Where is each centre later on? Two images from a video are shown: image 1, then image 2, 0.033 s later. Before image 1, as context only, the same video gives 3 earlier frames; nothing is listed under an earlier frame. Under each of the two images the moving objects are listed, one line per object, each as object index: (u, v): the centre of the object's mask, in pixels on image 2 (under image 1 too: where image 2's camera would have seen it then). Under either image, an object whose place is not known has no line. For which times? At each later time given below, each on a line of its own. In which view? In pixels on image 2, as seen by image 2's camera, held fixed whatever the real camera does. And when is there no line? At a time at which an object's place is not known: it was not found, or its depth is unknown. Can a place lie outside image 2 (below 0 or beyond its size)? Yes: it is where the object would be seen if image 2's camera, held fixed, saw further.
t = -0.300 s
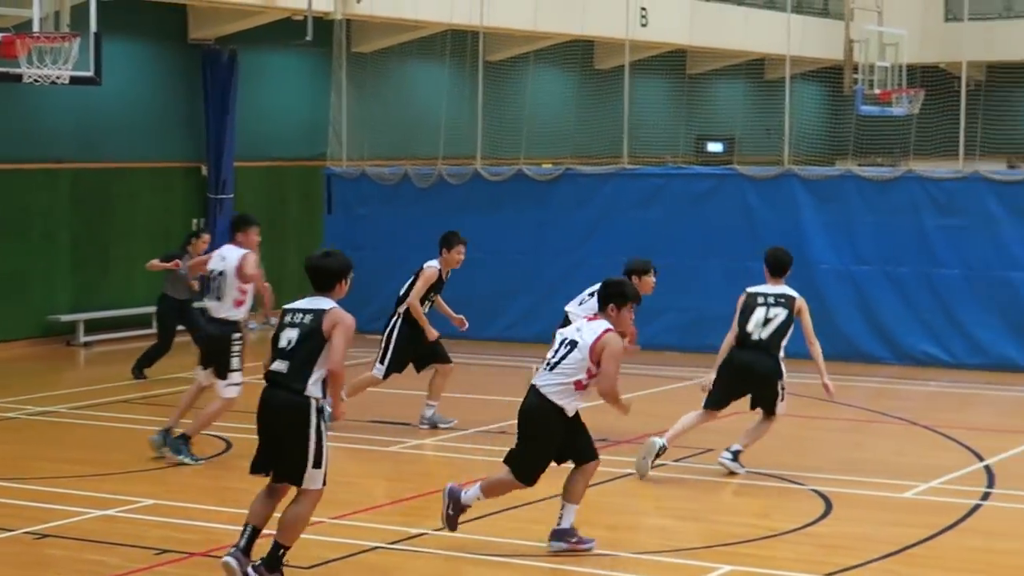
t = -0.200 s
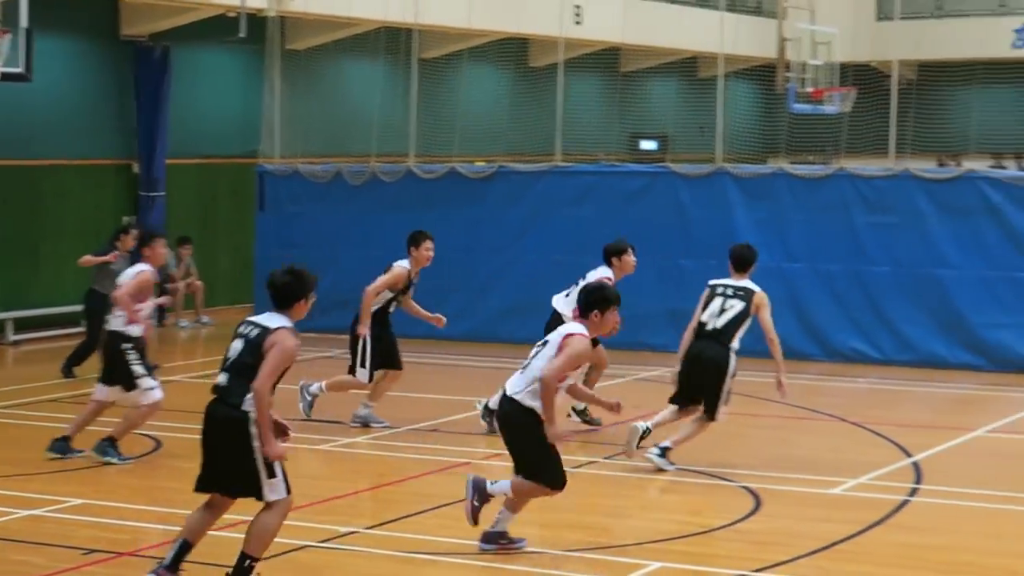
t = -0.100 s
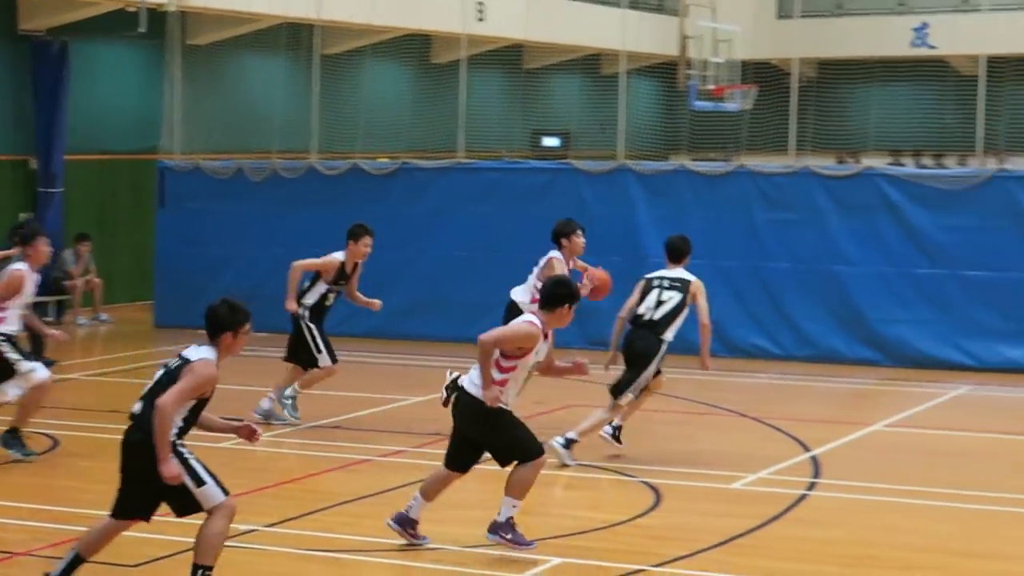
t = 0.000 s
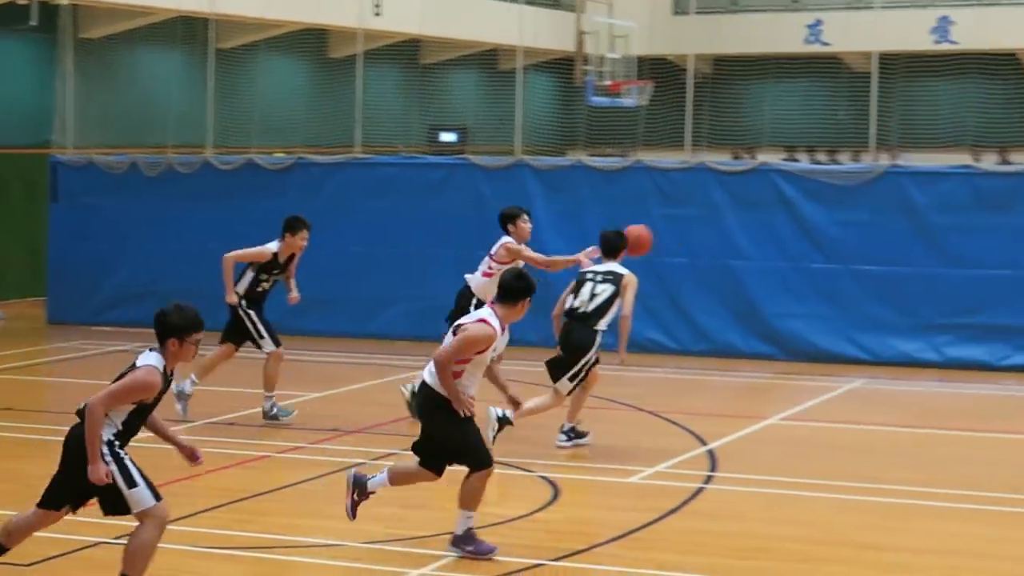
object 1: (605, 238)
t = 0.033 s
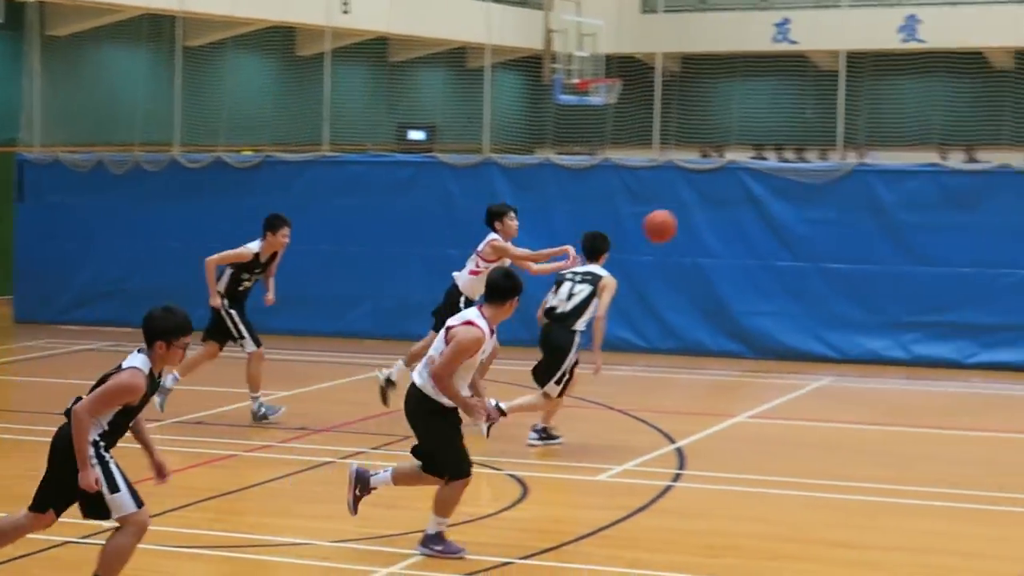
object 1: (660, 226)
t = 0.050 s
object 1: (688, 221)
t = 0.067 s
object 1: (716, 215)
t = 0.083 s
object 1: (745, 210)
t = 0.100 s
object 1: (774, 205)
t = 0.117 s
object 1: (803, 200)
